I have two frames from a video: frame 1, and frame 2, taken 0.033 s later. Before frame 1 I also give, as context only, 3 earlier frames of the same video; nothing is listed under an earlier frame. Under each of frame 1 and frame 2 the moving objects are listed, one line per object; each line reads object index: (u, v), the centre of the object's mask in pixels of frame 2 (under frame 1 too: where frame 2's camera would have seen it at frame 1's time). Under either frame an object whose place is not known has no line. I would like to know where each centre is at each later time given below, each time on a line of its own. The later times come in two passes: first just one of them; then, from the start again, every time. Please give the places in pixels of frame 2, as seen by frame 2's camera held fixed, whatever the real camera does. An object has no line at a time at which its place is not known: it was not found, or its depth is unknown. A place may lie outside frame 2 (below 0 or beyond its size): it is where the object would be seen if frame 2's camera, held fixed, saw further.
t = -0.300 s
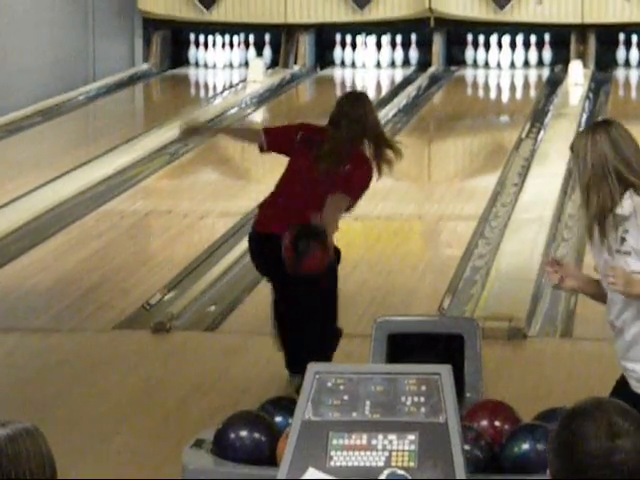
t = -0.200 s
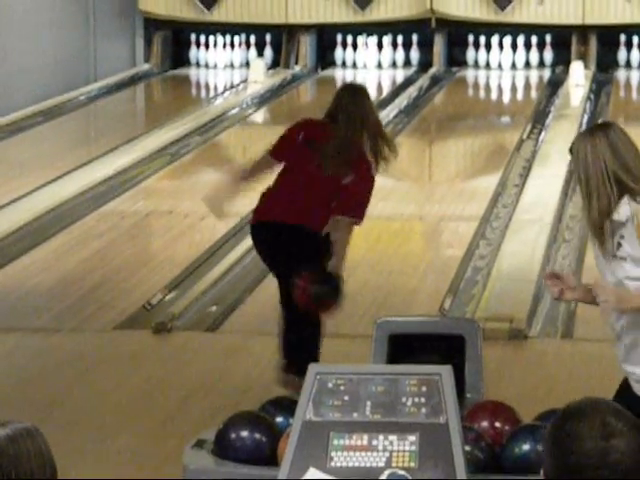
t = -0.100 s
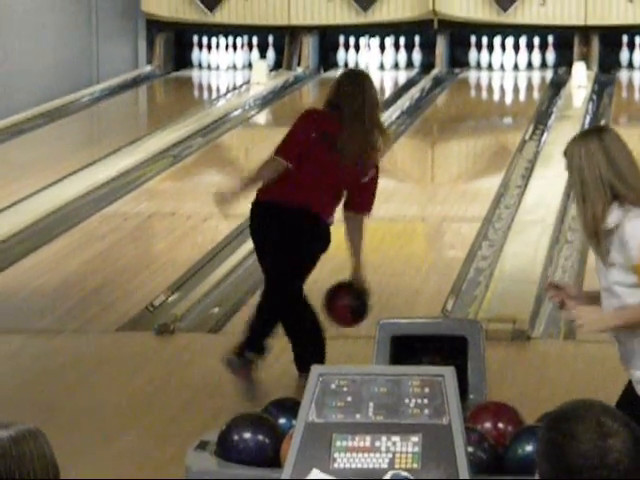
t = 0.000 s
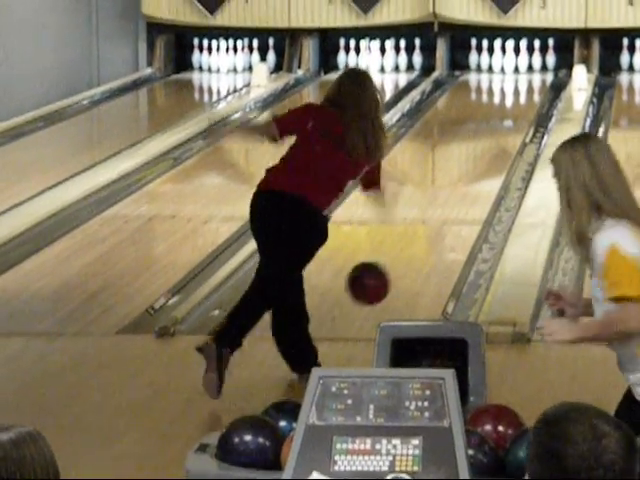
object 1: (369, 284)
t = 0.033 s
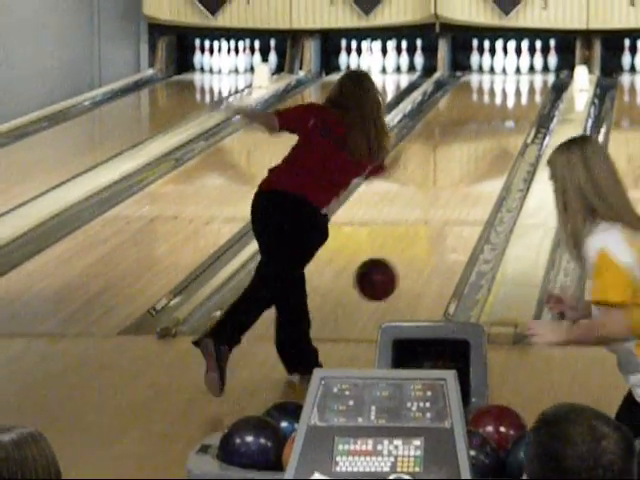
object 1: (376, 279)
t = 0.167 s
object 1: (398, 281)
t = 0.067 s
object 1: (382, 276)
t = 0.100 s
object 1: (388, 276)
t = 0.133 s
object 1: (393, 278)
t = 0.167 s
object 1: (398, 281)
